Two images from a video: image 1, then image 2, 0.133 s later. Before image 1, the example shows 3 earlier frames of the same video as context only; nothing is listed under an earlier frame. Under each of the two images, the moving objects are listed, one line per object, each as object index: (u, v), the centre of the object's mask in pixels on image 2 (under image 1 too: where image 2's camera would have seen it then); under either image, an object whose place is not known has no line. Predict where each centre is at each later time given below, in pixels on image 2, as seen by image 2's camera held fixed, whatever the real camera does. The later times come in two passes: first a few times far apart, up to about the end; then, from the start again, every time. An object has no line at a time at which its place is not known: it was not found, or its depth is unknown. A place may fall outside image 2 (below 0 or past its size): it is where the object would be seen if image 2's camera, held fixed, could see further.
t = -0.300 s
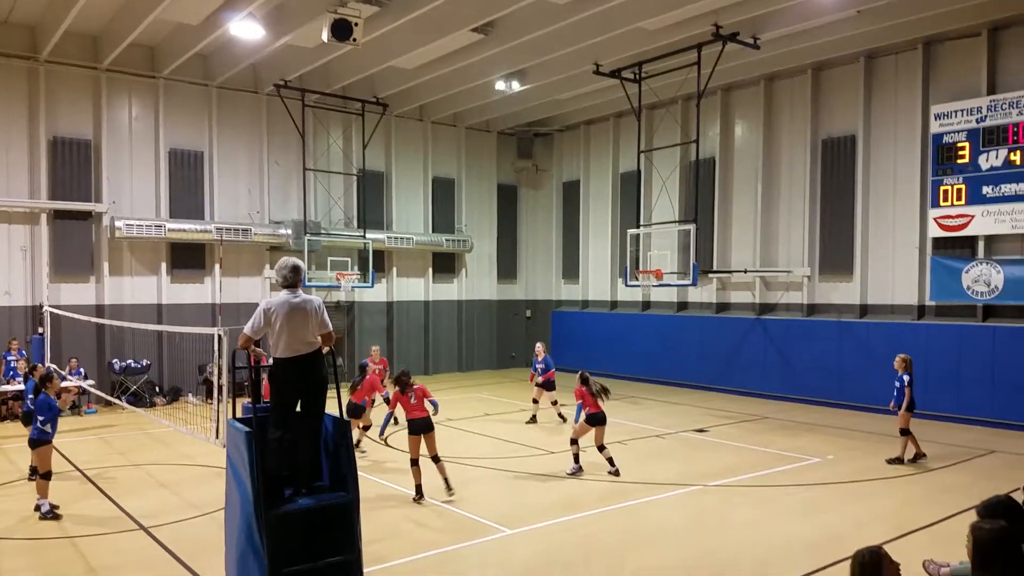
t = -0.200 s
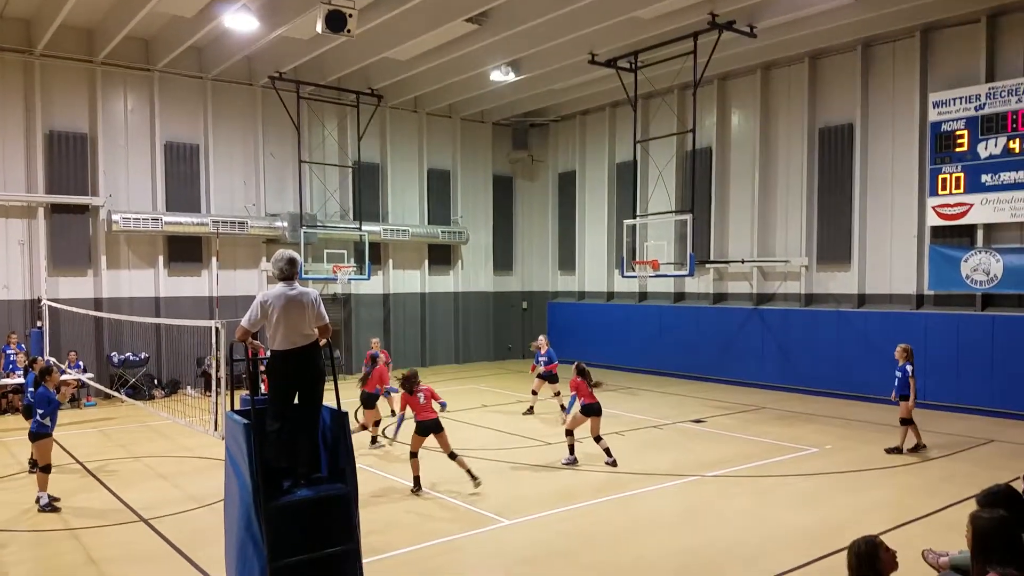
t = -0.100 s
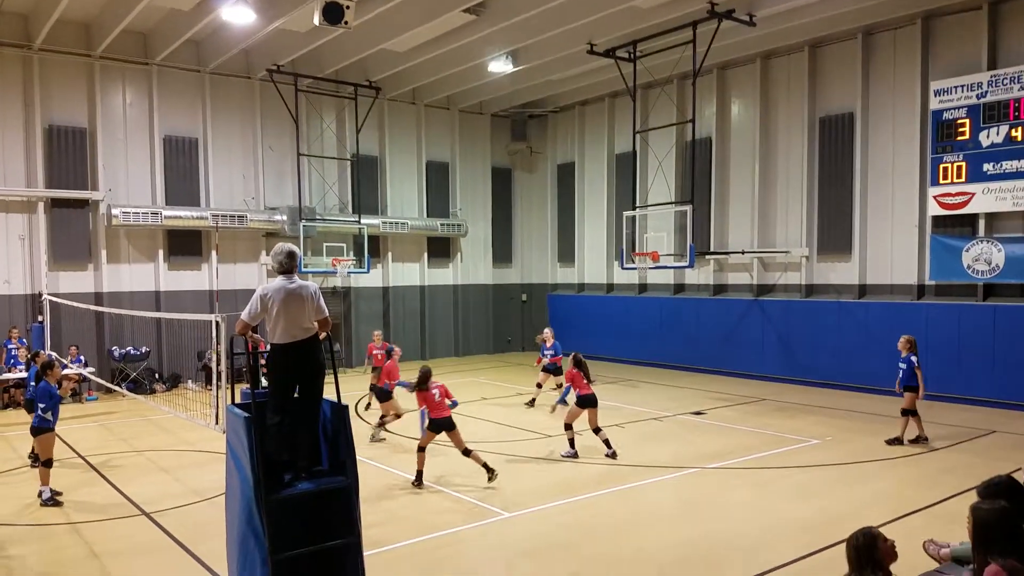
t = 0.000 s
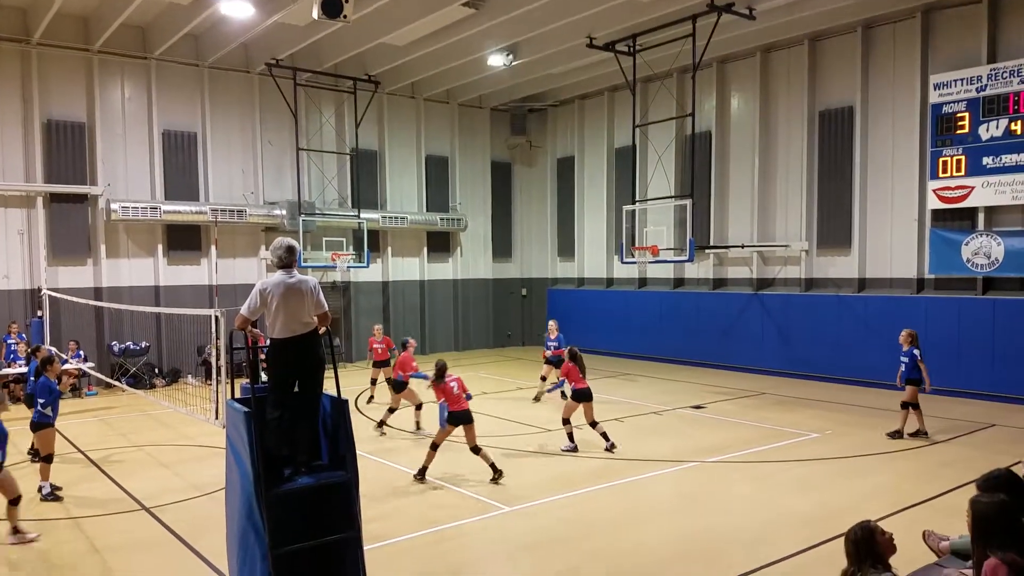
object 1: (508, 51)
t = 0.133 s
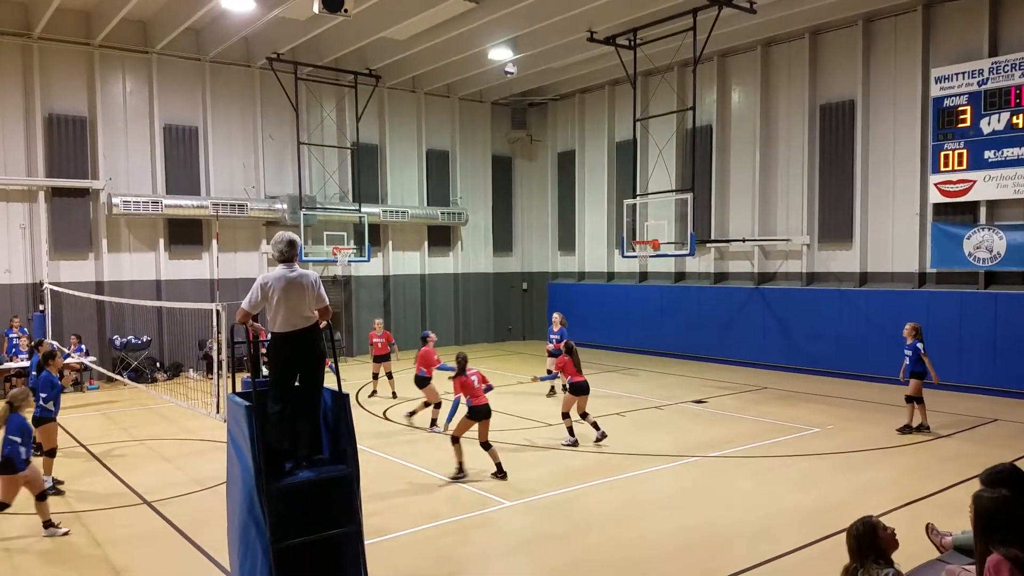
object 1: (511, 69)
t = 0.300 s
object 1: (514, 107)
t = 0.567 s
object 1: (519, 202)
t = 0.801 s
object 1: (520, 325)
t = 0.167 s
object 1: (511, 76)
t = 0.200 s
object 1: (512, 82)
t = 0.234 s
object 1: (513, 89)
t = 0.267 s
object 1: (513, 99)
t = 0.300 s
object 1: (514, 107)
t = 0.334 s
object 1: (515, 116)
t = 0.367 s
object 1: (516, 127)
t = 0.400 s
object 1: (516, 138)
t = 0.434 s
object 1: (517, 149)
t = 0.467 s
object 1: (518, 160)
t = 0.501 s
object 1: (518, 175)
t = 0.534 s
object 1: (519, 187)
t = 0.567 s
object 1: (519, 202)
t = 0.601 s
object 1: (520, 217)
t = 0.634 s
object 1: (518, 234)
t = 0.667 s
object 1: (519, 250)
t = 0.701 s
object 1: (520, 270)
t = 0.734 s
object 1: (520, 286)
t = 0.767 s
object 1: (521, 305)
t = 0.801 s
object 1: (520, 325)
